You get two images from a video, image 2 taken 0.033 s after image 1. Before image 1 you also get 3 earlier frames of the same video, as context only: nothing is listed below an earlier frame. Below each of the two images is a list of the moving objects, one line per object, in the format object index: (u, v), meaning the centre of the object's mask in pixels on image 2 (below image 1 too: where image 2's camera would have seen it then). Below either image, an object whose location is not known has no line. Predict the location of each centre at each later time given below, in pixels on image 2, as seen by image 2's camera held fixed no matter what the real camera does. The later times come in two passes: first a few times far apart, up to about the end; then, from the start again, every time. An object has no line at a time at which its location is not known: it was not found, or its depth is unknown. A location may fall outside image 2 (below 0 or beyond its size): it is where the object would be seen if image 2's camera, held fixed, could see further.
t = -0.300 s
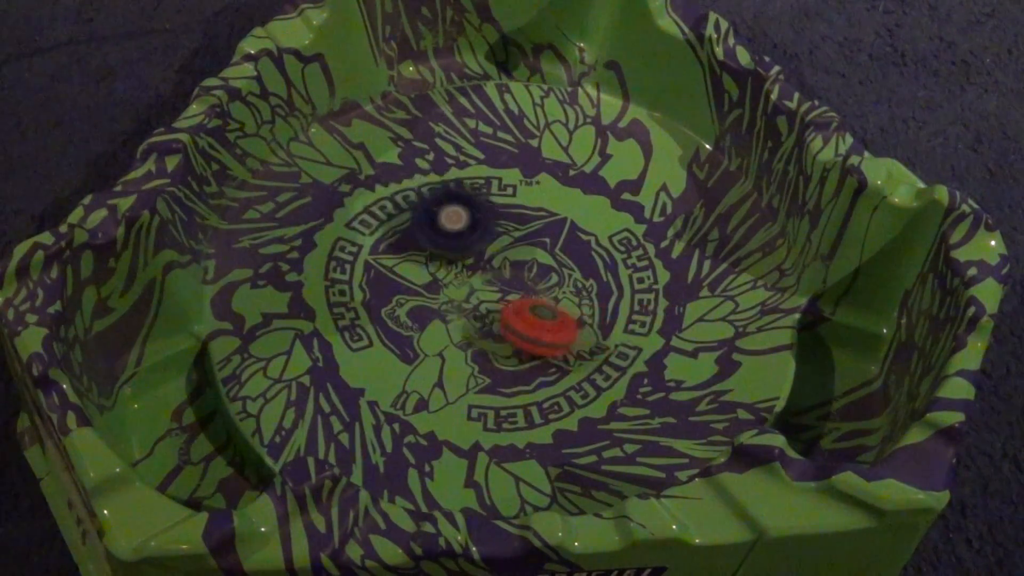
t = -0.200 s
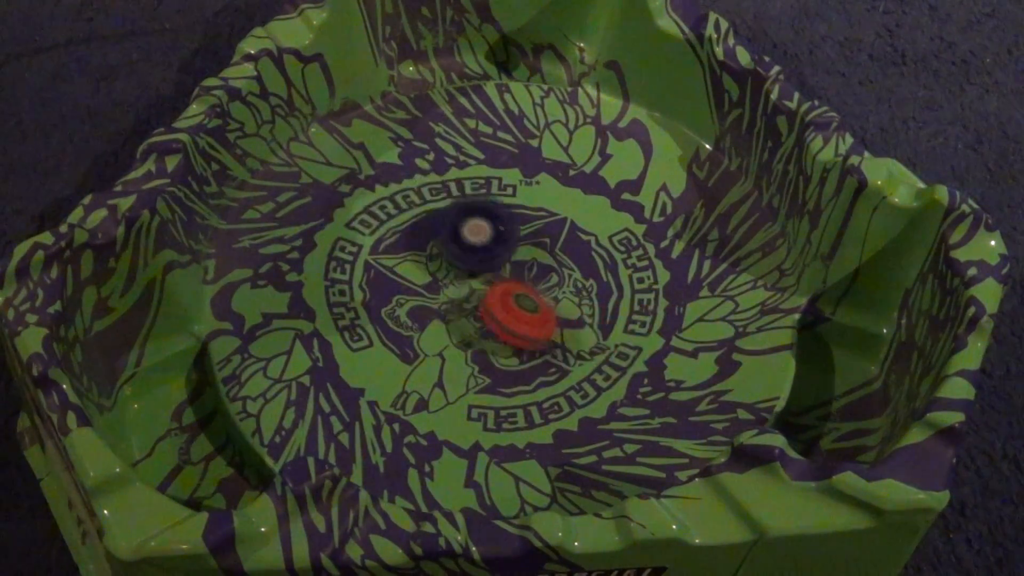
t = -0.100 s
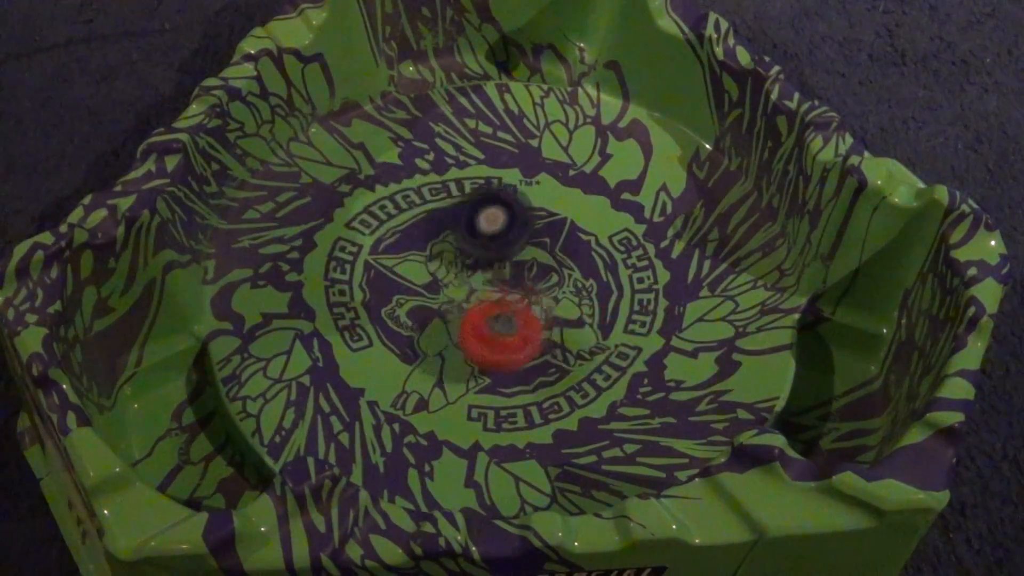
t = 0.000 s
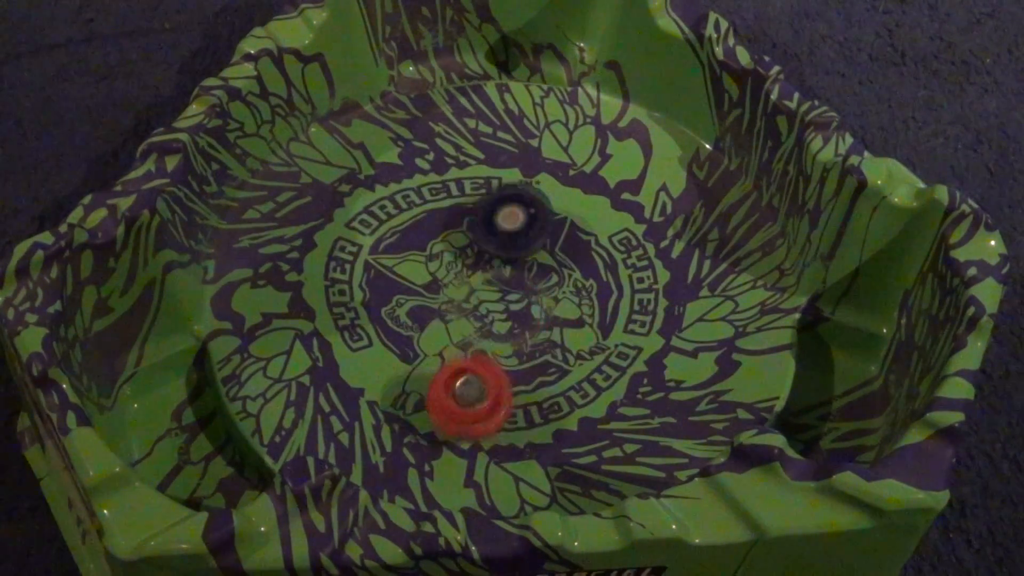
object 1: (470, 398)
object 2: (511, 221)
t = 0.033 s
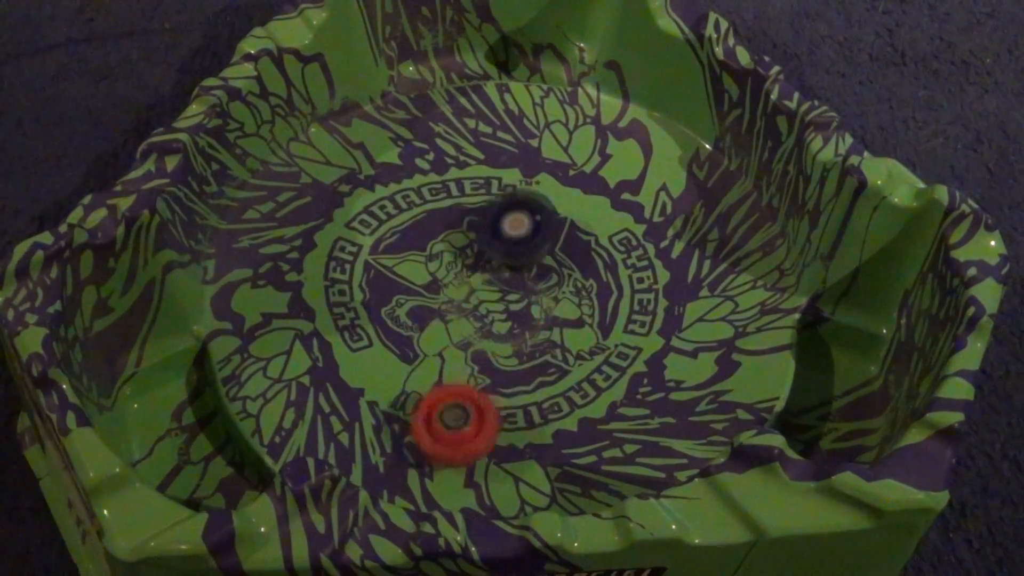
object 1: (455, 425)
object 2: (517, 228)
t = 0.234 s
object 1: (426, 438)
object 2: (542, 286)
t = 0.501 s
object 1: (452, 425)
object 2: (560, 345)
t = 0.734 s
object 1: (401, 412)
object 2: (604, 361)
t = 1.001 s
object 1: (395, 387)
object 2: (617, 359)
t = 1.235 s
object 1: (425, 379)
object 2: (588, 349)
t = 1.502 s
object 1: (448, 385)
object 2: (545, 327)
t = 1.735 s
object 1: (454, 384)
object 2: (472, 310)
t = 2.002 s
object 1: (457, 370)
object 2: (434, 291)
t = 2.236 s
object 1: (477, 364)
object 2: (419, 273)
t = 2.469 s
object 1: (495, 366)
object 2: (422, 259)
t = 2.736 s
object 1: (492, 365)
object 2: (444, 247)
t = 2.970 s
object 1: (497, 352)
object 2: (475, 251)
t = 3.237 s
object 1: (514, 346)
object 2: (523, 257)
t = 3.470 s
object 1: (522, 346)
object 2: (550, 265)
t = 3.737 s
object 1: (512, 341)
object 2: (565, 283)
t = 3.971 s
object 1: (274, 305)
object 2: (681, 266)
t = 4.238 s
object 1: (295, 310)
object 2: (674, 259)
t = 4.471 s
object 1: (363, 309)
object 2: (638, 266)
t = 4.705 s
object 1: (427, 290)
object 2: (580, 274)
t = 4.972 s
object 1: (414, 255)
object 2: (515, 276)
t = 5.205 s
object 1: (383, 254)
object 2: (491, 269)
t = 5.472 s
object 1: (381, 270)
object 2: (485, 239)
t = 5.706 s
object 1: (408, 284)
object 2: (487, 226)
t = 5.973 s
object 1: (384, 257)
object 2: (532, 205)
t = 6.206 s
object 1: (425, 295)
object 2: (554, 211)
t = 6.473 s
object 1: (404, 299)
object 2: (566, 245)
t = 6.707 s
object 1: (426, 299)
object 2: (553, 280)
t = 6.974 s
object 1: (429, 266)
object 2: (511, 316)
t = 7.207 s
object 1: (419, 263)
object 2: (475, 328)
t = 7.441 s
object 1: (436, 250)
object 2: (441, 336)
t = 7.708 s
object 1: (462, 251)
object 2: (422, 323)
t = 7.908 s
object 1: (475, 256)
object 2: (415, 312)
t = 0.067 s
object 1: (447, 427)
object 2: (519, 236)
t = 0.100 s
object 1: (439, 440)
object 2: (522, 245)
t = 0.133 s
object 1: (431, 444)
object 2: (526, 254)
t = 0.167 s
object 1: (424, 443)
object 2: (526, 264)
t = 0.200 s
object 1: (424, 440)
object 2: (532, 272)
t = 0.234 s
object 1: (426, 438)
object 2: (542, 286)
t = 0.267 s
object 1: (430, 436)
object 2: (545, 296)
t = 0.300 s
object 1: (434, 434)
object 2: (548, 304)
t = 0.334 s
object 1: (437, 433)
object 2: (552, 312)
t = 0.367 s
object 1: (441, 432)
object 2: (555, 320)
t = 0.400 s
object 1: (442, 431)
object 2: (557, 325)
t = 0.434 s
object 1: (446, 429)
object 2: (558, 332)
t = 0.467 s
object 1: (449, 427)
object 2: (558, 337)
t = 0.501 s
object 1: (452, 425)
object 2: (560, 345)
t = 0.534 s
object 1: (455, 421)
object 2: (561, 351)
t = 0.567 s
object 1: (459, 418)
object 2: (560, 356)
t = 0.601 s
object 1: (463, 415)
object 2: (559, 361)
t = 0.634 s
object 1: (467, 411)
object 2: (558, 366)
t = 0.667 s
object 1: (460, 410)
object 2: (562, 368)
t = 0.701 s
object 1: (426, 413)
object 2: (586, 365)
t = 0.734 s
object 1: (401, 412)
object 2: (604, 361)
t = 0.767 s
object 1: (387, 408)
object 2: (613, 361)
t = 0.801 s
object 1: (380, 404)
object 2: (619, 362)
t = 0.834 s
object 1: (379, 399)
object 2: (620, 362)
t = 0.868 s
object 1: (381, 396)
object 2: (621, 361)
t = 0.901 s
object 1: (384, 394)
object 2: (621, 361)
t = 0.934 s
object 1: (388, 391)
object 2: (621, 361)
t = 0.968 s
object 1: (392, 389)
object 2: (619, 361)
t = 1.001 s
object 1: (395, 387)
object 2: (617, 359)
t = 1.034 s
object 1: (400, 385)
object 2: (614, 358)
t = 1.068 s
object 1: (404, 384)
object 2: (611, 356)
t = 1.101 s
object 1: (408, 382)
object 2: (606, 355)
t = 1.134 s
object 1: (412, 381)
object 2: (601, 352)
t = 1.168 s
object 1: (416, 380)
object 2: (595, 351)
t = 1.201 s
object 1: (420, 379)
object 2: (593, 349)
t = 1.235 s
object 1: (425, 379)
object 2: (588, 349)
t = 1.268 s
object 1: (427, 379)
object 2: (583, 346)
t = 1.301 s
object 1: (431, 381)
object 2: (576, 344)
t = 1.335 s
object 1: (435, 381)
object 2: (573, 343)
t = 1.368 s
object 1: (437, 382)
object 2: (568, 340)
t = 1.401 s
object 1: (440, 383)
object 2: (561, 338)
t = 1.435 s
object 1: (444, 383)
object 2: (555, 334)
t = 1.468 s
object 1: (446, 384)
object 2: (549, 330)
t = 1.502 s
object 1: (448, 385)
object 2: (545, 327)
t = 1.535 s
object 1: (450, 384)
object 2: (538, 322)
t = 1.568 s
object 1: (451, 384)
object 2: (532, 318)
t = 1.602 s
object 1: (452, 384)
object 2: (524, 316)
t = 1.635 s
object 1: (454, 385)
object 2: (515, 315)
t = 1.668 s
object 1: (455, 385)
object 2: (503, 314)
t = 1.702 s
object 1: (454, 384)
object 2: (487, 313)
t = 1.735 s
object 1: (454, 384)
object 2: (472, 310)
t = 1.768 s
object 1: (453, 384)
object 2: (461, 308)
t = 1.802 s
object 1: (453, 382)
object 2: (453, 304)
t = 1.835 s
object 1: (452, 381)
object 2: (449, 302)
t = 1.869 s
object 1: (453, 378)
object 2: (443, 300)
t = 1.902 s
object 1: (453, 376)
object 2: (441, 298)
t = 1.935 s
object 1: (454, 374)
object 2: (438, 296)
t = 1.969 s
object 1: (455, 371)
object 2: (435, 293)
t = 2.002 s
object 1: (457, 370)
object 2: (434, 291)
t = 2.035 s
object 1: (460, 368)
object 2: (431, 289)
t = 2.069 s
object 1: (463, 368)
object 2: (428, 286)
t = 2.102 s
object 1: (467, 366)
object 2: (425, 285)
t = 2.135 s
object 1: (469, 365)
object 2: (422, 283)
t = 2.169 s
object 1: (472, 365)
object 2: (422, 280)
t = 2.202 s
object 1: (475, 365)
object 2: (421, 277)
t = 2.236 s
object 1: (477, 364)
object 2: (419, 273)
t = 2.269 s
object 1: (481, 364)
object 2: (419, 271)
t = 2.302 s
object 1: (483, 364)
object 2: (419, 268)
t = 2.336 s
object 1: (485, 364)
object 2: (420, 267)
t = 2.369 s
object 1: (488, 364)
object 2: (419, 263)
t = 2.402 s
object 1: (491, 365)
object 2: (419, 261)
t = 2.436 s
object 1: (494, 366)
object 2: (419, 260)
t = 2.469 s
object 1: (495, 366)
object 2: (422, 259)
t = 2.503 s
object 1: (495, 366)
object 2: (425, 258)
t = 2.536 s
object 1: (496, 366)
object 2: (425, 255)
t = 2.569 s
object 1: (496, 367)
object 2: (428, 253)
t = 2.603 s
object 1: (496, 367)
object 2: (431, 252)
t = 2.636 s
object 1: (495, 367)
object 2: (433, 251)
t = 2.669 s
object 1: (494, 366)
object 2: (436, 250)
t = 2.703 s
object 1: (493, 365)
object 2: (441, 249)
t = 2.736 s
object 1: (492, 365)
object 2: (444, 247)
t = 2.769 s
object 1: (492, 364)
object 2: (445, 246)
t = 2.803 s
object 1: (491, 362)
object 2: (449, 247)
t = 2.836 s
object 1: (491, 361)
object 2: (452, 246)
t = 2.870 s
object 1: (491, 358)
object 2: (455, 246)
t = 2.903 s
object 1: (492, 356)
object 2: (463, 247)
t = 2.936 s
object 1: (495, 354)
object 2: (470, 250)
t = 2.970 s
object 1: (497, 352)
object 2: (475, 251)
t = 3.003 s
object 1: (499, 351)
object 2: (480, 252)
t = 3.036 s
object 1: (501, 350)
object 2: (482, 253)
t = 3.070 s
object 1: (503, 349)
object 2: (487, 254)
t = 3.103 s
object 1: (506, 348)
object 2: (491, 255)
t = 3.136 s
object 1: (507, 348)
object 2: (500, 254)
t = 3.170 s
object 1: (510, 347)
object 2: (513, 254)
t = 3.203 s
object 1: (512, 346)
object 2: (520, 254)
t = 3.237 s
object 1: (514, 346)
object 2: (523, 257)
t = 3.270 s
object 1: (517, 345)
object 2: (527, 259)
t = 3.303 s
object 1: (518, 345)
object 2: (531, 260)
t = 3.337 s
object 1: (519, 345)
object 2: (534, 261)
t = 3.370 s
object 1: (521, 345)
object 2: (537, 262)
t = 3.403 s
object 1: (522, 345)
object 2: (540, 265)
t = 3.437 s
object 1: (523, 344)
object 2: (545, 266)
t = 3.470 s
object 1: (522, 346)
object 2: (550, 265)
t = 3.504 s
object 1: (522, 346)
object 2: (552, 267)
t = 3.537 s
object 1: (520, 346)
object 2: (553, 272)
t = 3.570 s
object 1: (518, 347)
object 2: (557, 275)
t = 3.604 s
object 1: (516, 346)
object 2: (557, 275)
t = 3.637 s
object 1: (515, 345)
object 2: (561, 278)
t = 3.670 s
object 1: (513, 343)
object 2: (559, 279)
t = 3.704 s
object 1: (513, 342)
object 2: (564, 281)
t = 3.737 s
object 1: (512, 341)
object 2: (565, 283)
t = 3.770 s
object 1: (464, 335)
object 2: (603, 279)
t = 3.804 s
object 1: (417, 334)
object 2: (635, 276)
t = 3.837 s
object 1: (377, 335)
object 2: (656, 274)
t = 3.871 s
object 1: (339, 325)
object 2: (667, 272)
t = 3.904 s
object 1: (311, 316)
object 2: (673, 269)
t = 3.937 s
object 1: (287, 311)
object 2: (677, 269)
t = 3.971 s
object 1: (274, 305)
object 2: (681, 266)
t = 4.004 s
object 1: (267, 300)
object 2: (683, 265)
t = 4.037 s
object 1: (266, 298)
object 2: (683, 264)
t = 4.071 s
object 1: (268, 299)
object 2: (683, 261)
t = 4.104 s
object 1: (271, 303)
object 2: (683, 261)
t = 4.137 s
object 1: (275, 305)
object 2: (682, 260)
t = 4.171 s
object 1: (281, 306)
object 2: (680, 259)
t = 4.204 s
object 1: (289, 308)
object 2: (677, 259)
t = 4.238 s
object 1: (295, 310)
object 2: (674, 259)
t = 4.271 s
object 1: (305, 310)
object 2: (672, 260)
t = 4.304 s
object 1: (311, 311)
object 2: (668, 261)
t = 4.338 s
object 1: (318, 311)
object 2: (664, 263)
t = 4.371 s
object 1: (329, 308)
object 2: (659, 264)
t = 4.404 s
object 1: (340, 308)
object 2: (654, 264)
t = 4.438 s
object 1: (347, 309)
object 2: (646, 266)
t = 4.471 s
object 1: (363, 309)
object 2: (638, 266)
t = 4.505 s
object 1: (372, 312)
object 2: (634, 268)
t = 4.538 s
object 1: (381, 314)
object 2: (625, 269)
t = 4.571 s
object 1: (391, 312)
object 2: (617, 270)
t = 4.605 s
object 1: (400, 310)
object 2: (611, 270)
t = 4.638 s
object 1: (408, 305)
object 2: (601, 271)
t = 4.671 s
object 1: (418, 298)
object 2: (590, 273)
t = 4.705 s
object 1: (427, 290)
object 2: (580, 274)
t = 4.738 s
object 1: (433, 282)
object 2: (573, 273)
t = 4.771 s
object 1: (435, 271)
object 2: (562, 273)
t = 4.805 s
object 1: (434, 263)
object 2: (553, 271)
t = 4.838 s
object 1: (433, 259)
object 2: (543, 272)
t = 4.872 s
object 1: (428, 256)
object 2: (534, 274)
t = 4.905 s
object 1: (423, 256)
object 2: (531, 276)
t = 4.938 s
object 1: (418, 255)
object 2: (523, 278)
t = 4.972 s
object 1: (414, 255)
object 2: (515, 276)
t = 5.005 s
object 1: (412, 256)
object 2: (507, 274)
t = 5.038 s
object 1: (409, 256)
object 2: (497, 272)
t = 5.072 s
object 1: (407, 256)
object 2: (489, 271)
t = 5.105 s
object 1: (403, 256)
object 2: (485, 269)
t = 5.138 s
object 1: (392, 253)
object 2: (490, 269)
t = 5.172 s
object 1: (386, 252)
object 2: (490, 269)
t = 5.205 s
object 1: (383, 254)
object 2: (491, 269)
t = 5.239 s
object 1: (381, 256)
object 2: (490, 268)
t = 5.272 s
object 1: (381, 258)
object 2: (489, 263)
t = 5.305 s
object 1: (380, 259)
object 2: (490, 258)
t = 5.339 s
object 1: (380, 260)
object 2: (492, 253)
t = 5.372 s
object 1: (379, 262)
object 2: (493, 247)
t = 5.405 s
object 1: (379, 264)
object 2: (490, 245)
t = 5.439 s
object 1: (380, 267)
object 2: (488, 242)
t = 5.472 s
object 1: (381, 270)
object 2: (485, 239)
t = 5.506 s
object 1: (383, 272)
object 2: (483, 237)
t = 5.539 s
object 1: (386, 276)
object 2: (482, 235)
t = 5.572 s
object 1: (390, 279)
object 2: (481, 235)
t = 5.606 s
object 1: (396, 282)
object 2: (481, 233)
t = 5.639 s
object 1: (405, 284)
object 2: (479, 231)
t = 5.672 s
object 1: (415, 282)
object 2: (480, 230)
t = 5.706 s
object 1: (408, 284)
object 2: (487, 226)
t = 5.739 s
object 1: (395, 288)
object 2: (501, 219)
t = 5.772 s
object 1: (381, 287)
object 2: (509, 214)
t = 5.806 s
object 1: (372, 284)
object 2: (513, 211)
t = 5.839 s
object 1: (367, 278)
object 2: (516, 210)
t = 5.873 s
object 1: (367, 273)
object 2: (522, 208)
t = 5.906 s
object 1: (370, 266)
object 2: (525, 206)
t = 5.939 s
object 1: (375, 261)
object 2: (530, 206)
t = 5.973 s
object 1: (384, 257)
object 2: (532, 205)
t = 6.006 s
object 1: (393, 256)
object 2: (536, 205)
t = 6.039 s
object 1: (402, 258)
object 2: (539, 205)
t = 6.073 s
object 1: (410, 262)
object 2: (542, 206)
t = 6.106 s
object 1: (420, 269)
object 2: (546, 206)
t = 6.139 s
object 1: (425, 278)
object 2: (549, 207)
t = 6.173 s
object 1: (428, 288)
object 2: (551, 210)
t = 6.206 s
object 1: (425, 295)
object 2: (554, 211)
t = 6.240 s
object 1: (422, 299)
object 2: (556, 215)
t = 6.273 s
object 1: (418, 300)
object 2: (559, 218)
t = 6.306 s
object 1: (412, 300)
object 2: (561, 222)
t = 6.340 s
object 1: (409, 300)
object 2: (563, 226)
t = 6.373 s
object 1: (406, 299)
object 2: (565, 230)
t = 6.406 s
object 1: (405, 298)
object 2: (566, 234)
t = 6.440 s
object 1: (404, 299)
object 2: (566, 239)
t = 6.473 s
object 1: (404, 299)
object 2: (566, 245)
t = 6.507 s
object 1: (405, 299)
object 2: (566, 250)
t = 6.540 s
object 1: (406, 299)
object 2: (566, 254)
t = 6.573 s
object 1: (408, 300)
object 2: (563, 259)
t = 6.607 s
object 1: (411, 300)
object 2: (560, 263)
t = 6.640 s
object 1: (415, 300)
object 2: (560, 270)
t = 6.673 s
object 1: (421, 300)
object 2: (556, 275)
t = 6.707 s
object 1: (426, 299)
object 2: (553, 280)
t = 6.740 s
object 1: (432, 297)
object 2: (551, 285)
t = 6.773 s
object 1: (437, 293)
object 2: (546, 289)
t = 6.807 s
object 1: (440, 287)
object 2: (541, 292)
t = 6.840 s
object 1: (441, 282)
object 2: (540, 296)
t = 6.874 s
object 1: (440, 276)
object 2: (533, 302)
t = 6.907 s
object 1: (438, 273)
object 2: (525, 309)
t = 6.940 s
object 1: (432, 269)
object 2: (518, 315)
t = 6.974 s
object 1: (429, 266)
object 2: (511, 316)
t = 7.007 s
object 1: (426, 265)
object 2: (506, 319)
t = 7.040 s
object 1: (423, 264)
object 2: (501, 321)
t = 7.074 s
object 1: (421, 264)
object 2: (496, 325)
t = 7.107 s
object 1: (420, 263)
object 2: (490, 327)
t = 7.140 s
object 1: (419, 263)
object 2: (484, 327)
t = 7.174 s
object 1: (419, 263)
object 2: (479, 328)
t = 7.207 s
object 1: (419, 263)
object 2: (475, 328)
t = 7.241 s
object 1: (419, 263)
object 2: (469, 328)
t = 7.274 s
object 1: (421, 264)
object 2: (463, 327)
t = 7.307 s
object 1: (423, 264)
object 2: (455, 326)
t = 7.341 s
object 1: (426, 264)
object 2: (451, 325)
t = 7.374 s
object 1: (429, 262)
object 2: (448, 327)
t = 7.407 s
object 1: (433, 255)
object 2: (446, 333)
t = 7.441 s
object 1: (436, 250)
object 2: (441, 336)
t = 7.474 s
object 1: (438, 248)
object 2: (436, 335)
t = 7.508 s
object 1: (440, 247)
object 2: (433, 334)
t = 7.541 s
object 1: (443, 247)
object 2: (432, 333)
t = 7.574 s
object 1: (445, 246)
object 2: (430, 331)
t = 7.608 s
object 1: (449, 246)
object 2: (428, 330)
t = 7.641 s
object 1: (453, 247)
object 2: (426, 328)
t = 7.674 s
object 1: (458, 249)
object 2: (424, 325)
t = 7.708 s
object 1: (462, 251)
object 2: (422, 323)
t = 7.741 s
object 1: (467, 255)
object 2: (421, 319)
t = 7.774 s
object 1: (470, 259)
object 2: (421, 317)
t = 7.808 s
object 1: (471, 261)
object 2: (420, 314)
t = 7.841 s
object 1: (475, 260)
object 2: (418, 315)
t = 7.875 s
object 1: (476, 258)
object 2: (416, 313)
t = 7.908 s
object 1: (475, 256)
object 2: (415, 312)
